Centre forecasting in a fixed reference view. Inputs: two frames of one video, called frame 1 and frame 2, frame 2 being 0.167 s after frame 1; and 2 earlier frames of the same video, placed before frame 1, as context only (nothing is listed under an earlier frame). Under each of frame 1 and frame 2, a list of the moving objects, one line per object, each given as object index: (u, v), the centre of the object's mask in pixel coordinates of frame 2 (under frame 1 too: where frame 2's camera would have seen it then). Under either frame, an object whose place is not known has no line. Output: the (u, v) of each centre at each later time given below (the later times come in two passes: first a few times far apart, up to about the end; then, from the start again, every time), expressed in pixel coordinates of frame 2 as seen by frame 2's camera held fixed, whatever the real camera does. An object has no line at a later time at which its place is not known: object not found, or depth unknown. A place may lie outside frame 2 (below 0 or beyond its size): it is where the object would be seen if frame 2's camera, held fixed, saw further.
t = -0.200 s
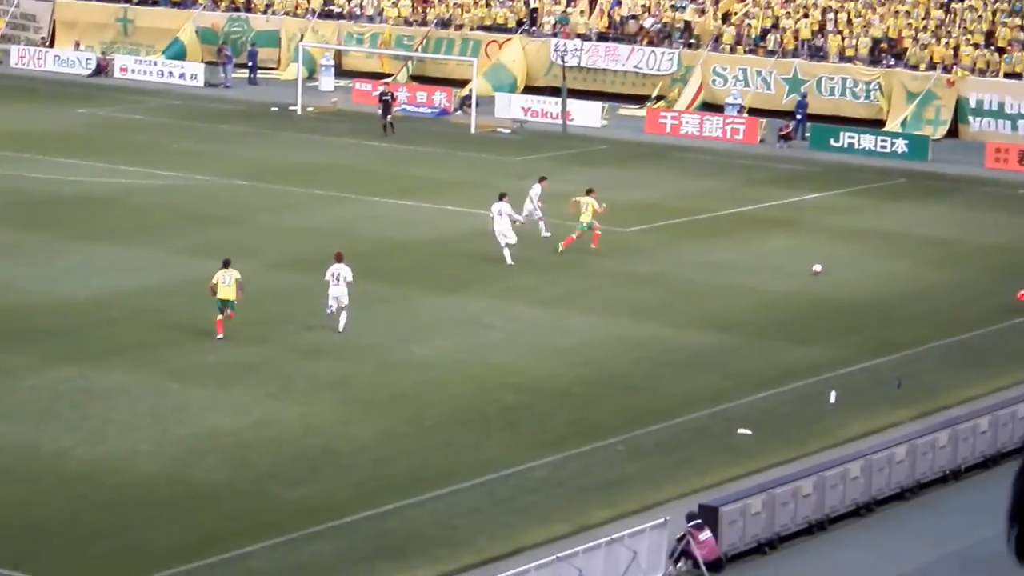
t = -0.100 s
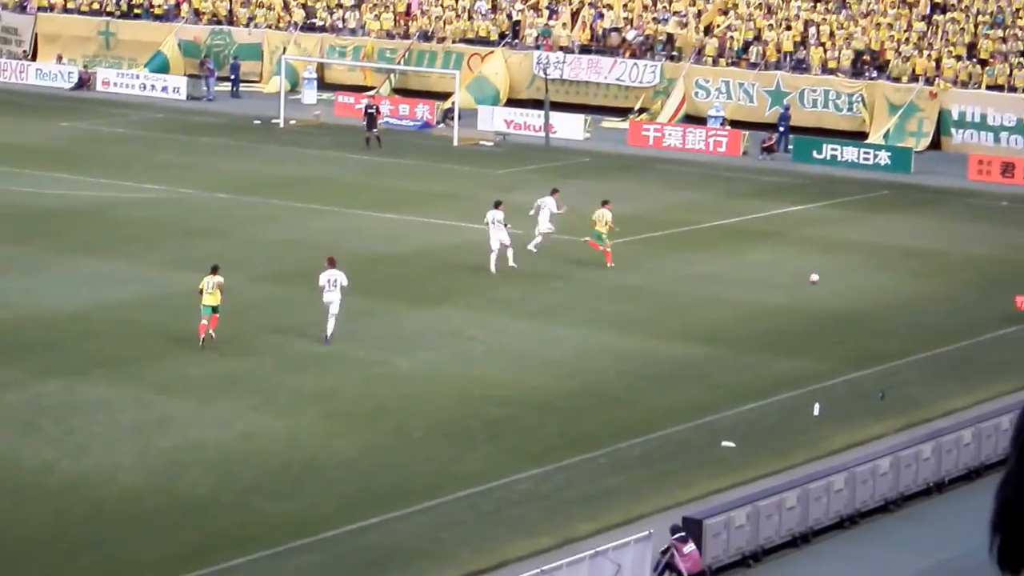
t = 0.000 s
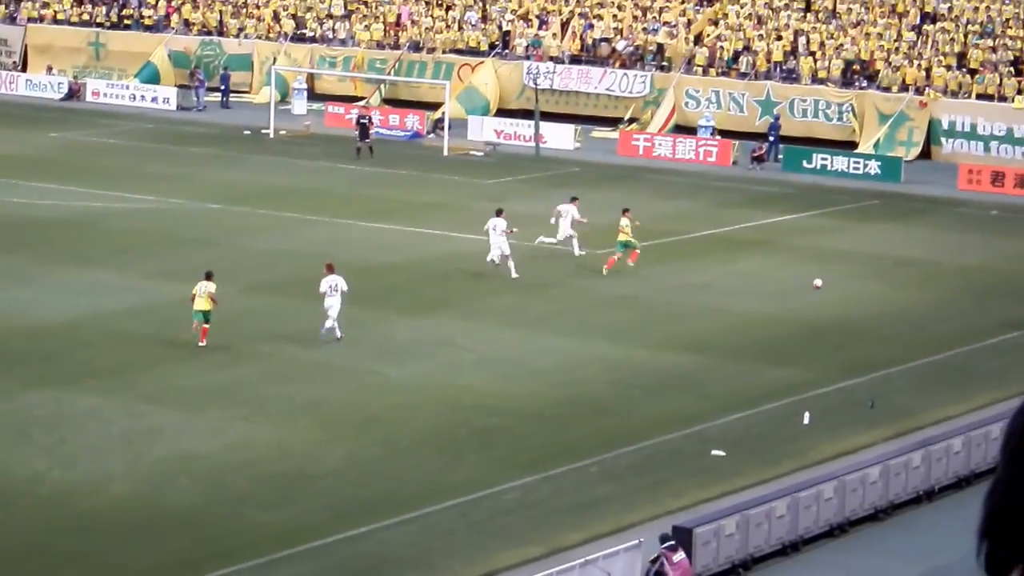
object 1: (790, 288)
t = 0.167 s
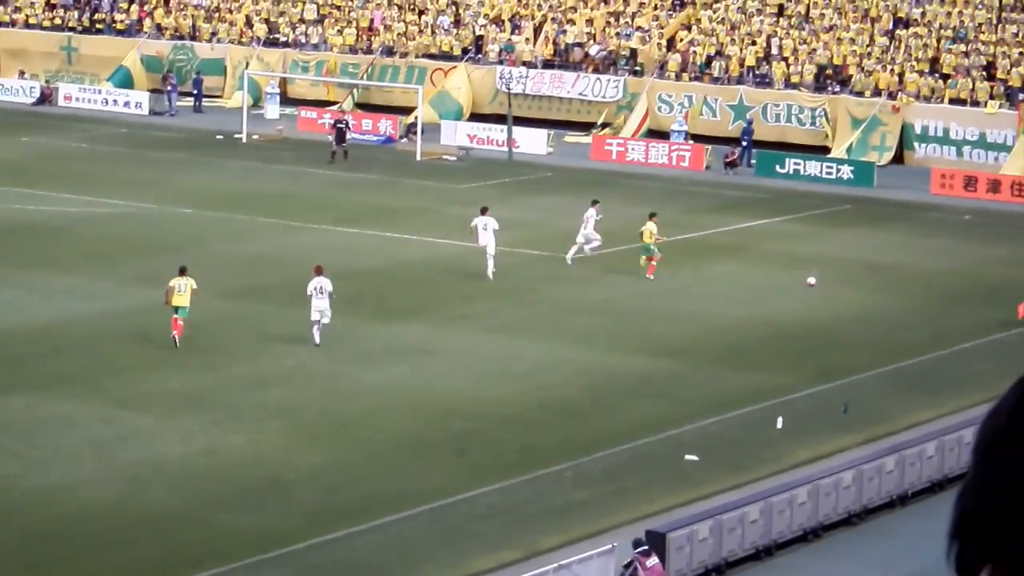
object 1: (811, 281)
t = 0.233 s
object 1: (818, 280)
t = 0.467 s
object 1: (847, 271)
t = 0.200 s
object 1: (815, 280)
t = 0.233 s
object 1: (818, 280)
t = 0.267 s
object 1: (823, 279)
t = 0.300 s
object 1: (827, 277)
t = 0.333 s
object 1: (831, 276)
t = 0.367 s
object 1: (835, 275)
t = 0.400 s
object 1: (839, 274)
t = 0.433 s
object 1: (843, 272)
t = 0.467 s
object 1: (847, 271)
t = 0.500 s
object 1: (851, 270)
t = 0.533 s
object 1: (855, 269)
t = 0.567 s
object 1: (859, 268)
